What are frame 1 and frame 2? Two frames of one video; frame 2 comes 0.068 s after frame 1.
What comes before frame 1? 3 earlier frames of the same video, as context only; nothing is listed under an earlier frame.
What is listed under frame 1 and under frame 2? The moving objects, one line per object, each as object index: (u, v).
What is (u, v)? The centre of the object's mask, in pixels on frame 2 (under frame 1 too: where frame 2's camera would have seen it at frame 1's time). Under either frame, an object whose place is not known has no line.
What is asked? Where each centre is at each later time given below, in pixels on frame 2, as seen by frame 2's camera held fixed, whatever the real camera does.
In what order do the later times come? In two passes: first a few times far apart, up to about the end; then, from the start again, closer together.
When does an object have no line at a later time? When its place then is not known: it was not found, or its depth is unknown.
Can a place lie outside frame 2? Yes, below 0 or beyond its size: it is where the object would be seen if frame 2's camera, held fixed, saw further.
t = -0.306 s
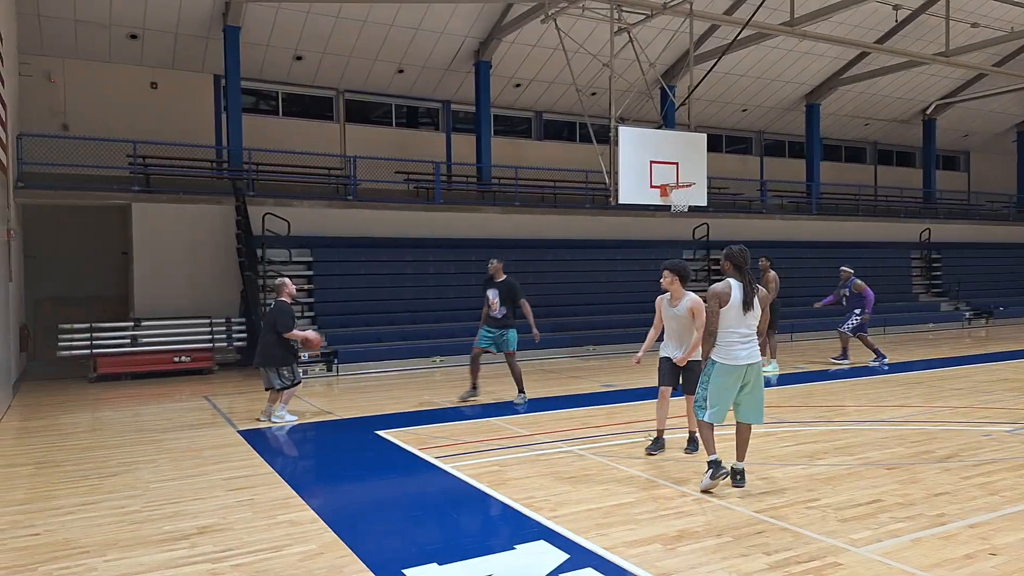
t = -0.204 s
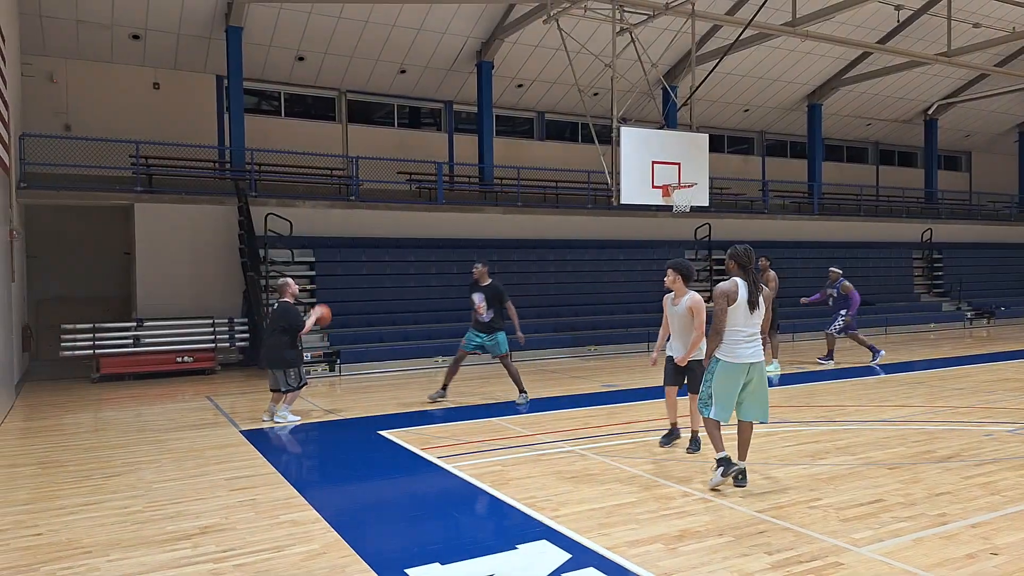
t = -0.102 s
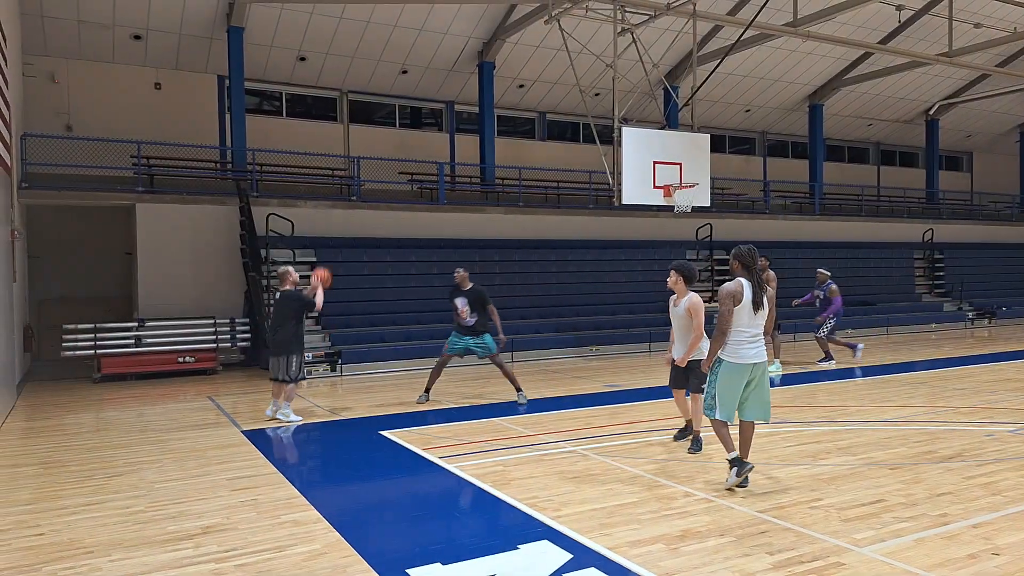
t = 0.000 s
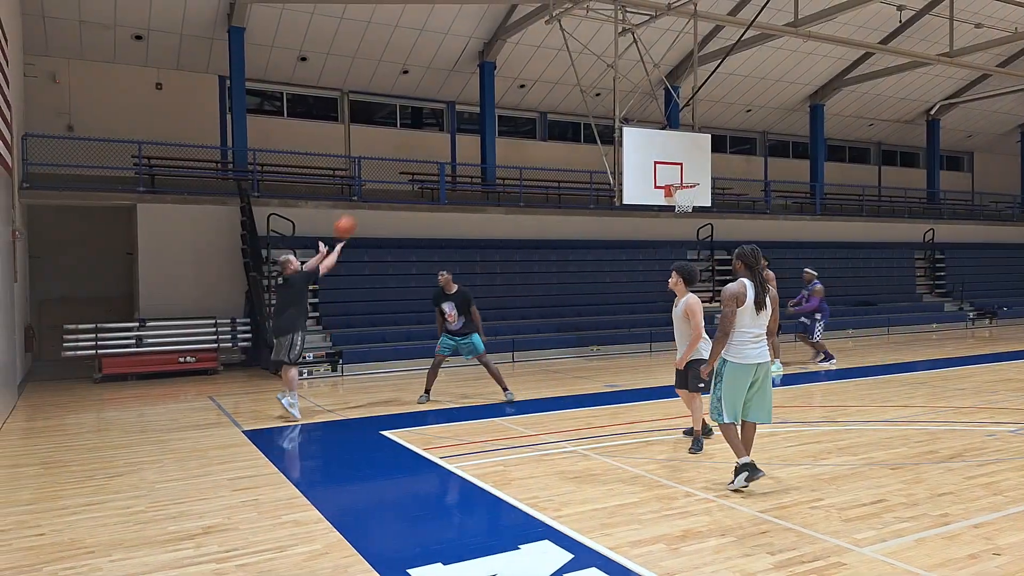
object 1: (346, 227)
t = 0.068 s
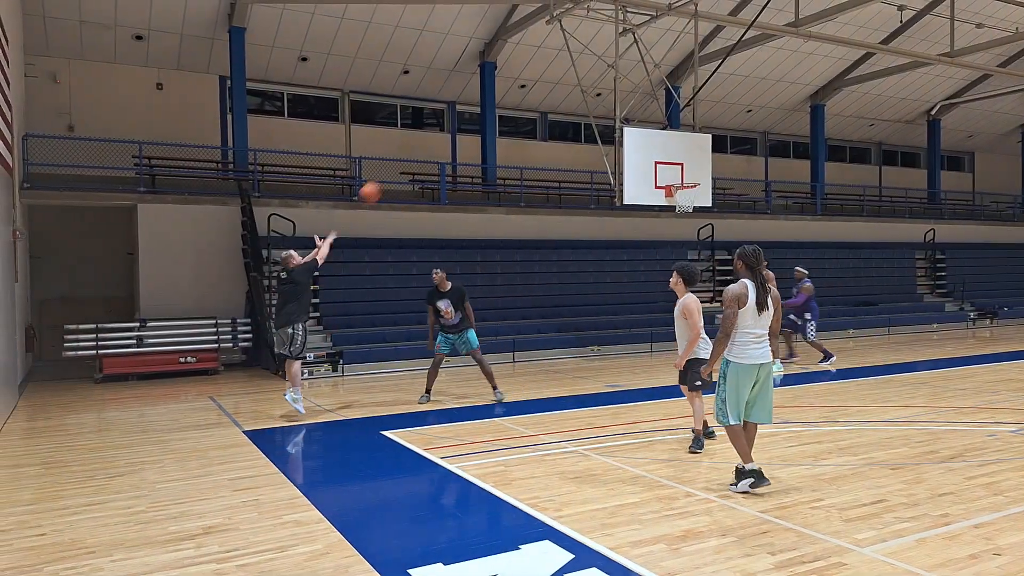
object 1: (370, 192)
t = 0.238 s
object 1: (429, 126)
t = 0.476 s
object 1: (502, 79)
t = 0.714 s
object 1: (565, 74)
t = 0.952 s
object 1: (620, 107)
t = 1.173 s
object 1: (664, 163)
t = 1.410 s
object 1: (717, 172)
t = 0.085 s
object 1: (376, 184)
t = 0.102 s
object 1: (382, 176)
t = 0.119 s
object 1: (389, 169)
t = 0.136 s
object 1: (394, 162)
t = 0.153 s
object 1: (400, 156)
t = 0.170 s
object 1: (407, 149)
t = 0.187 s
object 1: (411, 144)
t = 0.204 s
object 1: (417, 137)
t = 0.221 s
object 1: (423, 131)
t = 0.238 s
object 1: (429, 126)
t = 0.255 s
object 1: (434, 121)
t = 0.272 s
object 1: (439, 117)
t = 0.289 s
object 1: (445, 113)
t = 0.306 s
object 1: (450, 108)
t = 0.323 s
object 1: (456, 103)
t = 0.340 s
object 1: (461, 100)
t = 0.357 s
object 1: (466, 96)
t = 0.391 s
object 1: (476, 90)
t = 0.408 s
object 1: (482, 87)
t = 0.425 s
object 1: (486, 85)
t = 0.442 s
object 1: (491, 82)
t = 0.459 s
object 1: (496, 80)
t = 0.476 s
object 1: (502, 79)
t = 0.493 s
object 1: (506, 77)
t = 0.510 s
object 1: (511, 75)
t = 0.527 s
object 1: (516, 74)
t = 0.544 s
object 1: (521, 73)
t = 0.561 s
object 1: (525, 72)
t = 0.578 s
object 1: (529, 71)
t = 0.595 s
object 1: (535, 71)
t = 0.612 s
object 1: (539, 71)
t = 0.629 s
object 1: (543, 71)
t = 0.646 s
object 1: (548, 71)
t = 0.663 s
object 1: (552, 72)
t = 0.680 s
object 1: (557, 72)
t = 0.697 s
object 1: (561, 73)
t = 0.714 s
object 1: (565, 74)
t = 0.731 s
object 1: (569, 75)
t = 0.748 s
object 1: (574, 76)
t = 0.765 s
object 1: (577, 78)
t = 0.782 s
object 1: (582, 80)
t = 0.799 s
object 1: (586, 82)
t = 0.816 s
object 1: (589, 84)
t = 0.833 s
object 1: (593, 86)
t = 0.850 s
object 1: (598, 89)
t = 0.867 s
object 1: (602, 91)
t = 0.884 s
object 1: (605, 94)
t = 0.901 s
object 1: (610, 96)
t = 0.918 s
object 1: (613, 100)
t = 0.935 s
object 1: (616, 103)
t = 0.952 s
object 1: (620, 107)
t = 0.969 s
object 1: (625, 110)
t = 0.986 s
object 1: (627, 114)
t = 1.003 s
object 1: (630, 117)
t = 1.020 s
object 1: (635, 121)
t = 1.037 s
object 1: (638, 125)
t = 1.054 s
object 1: (642, 129)
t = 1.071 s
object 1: (645, 134)
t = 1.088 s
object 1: (648, 139)
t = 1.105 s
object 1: (652, 144)
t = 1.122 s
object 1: (655, 148)
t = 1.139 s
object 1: (659, 153)
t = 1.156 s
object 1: (662, 158)
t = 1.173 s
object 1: (664, 163)
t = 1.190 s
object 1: (668, 169)
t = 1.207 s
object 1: (671, 175)
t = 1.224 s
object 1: (675, 179)
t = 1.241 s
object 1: (678, 179)
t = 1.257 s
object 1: (683, 178)
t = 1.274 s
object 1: (688, 178)
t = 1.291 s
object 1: (692, 178)
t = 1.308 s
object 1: (696, 177)
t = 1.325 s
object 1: (700, 176)
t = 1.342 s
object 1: (703, 175)
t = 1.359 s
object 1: (707, 174)
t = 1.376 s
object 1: (711, 173)
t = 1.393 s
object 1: (714, 173)
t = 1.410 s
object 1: (717, 172)
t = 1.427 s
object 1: (721, 172)
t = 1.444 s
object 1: (724, 172)
